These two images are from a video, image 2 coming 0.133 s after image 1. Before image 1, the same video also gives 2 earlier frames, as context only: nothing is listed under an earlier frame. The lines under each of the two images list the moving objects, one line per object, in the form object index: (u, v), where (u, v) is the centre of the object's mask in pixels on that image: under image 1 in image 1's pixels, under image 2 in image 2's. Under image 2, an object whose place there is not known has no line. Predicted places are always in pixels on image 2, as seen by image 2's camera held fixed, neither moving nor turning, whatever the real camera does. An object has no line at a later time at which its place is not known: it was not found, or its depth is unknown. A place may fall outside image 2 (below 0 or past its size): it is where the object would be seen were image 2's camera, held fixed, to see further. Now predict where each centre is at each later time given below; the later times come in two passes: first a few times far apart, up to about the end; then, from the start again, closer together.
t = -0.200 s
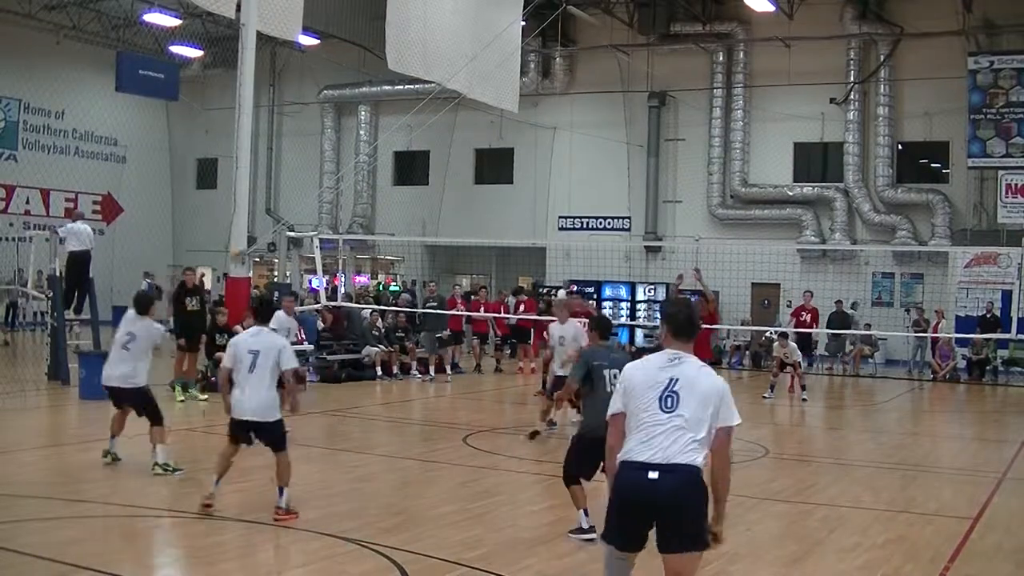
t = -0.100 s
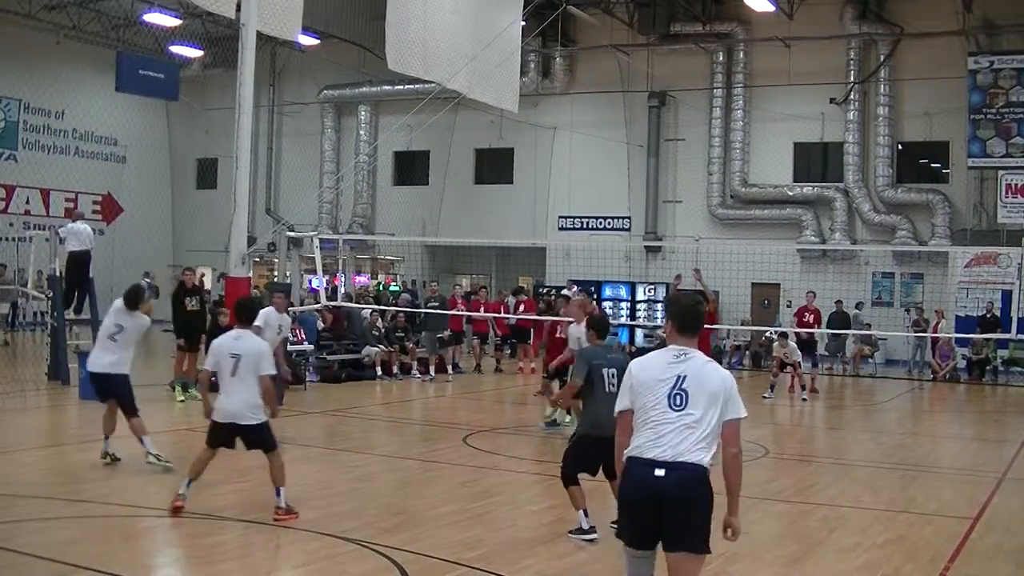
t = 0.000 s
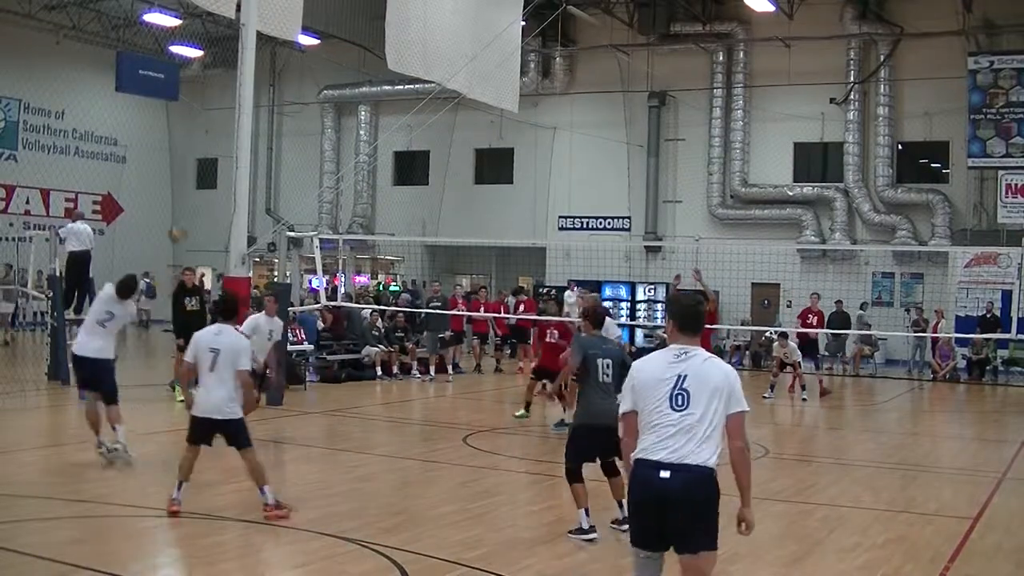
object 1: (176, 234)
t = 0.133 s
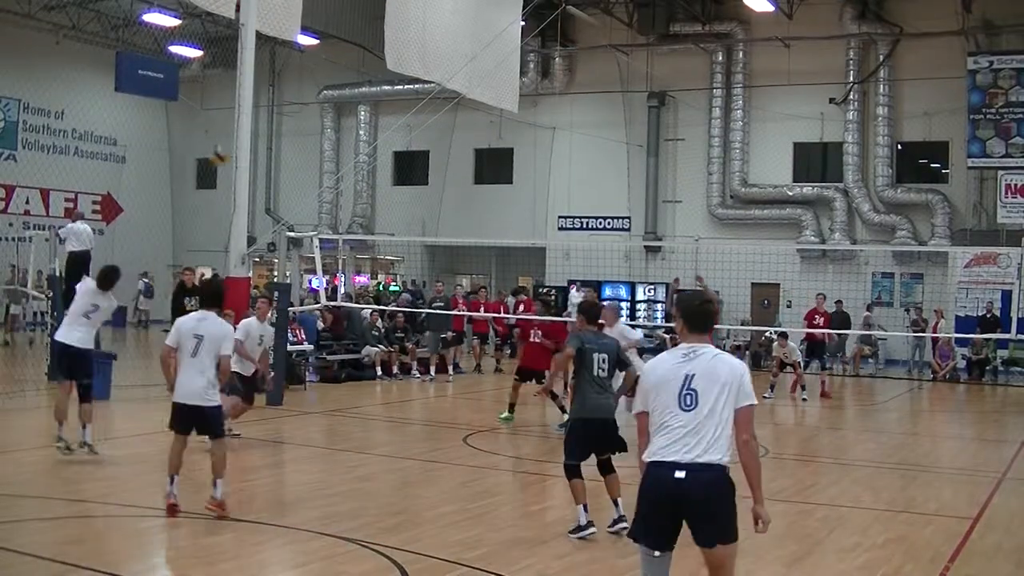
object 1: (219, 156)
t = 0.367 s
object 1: (291, 60)
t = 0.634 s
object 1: (370, 18)
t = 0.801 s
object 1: (415, 26)
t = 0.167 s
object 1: (230, 136)
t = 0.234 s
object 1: (250, 109)
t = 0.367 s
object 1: (291, 60)
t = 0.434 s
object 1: (313, 43)
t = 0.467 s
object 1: (324, 35)
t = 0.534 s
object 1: (341, 26)
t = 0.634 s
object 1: (370, 18)
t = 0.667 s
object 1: (379, 17)
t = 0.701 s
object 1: (387, 18)
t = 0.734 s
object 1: (397, 20)
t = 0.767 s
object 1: (406, 23)
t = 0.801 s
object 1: (415, 26)
